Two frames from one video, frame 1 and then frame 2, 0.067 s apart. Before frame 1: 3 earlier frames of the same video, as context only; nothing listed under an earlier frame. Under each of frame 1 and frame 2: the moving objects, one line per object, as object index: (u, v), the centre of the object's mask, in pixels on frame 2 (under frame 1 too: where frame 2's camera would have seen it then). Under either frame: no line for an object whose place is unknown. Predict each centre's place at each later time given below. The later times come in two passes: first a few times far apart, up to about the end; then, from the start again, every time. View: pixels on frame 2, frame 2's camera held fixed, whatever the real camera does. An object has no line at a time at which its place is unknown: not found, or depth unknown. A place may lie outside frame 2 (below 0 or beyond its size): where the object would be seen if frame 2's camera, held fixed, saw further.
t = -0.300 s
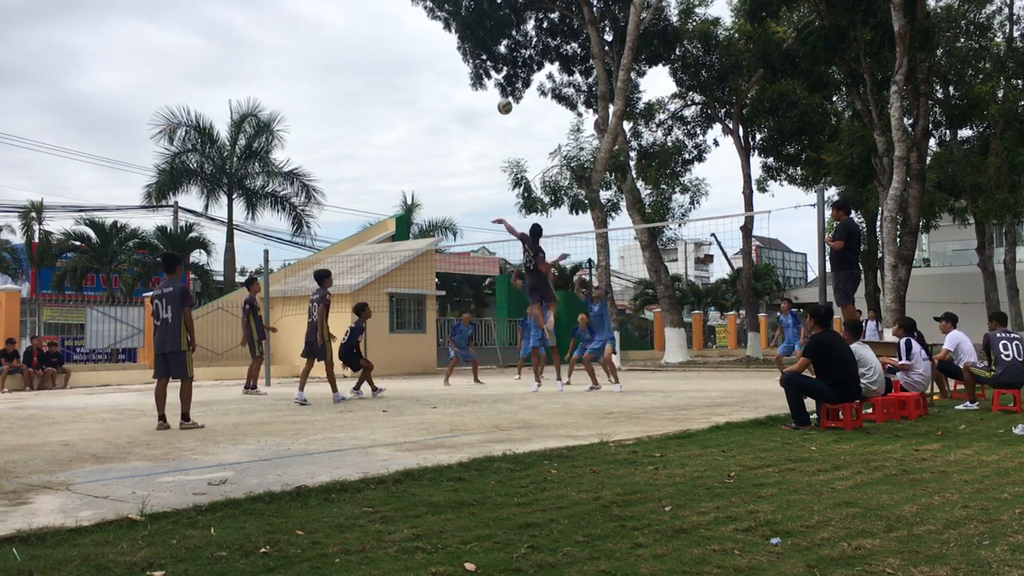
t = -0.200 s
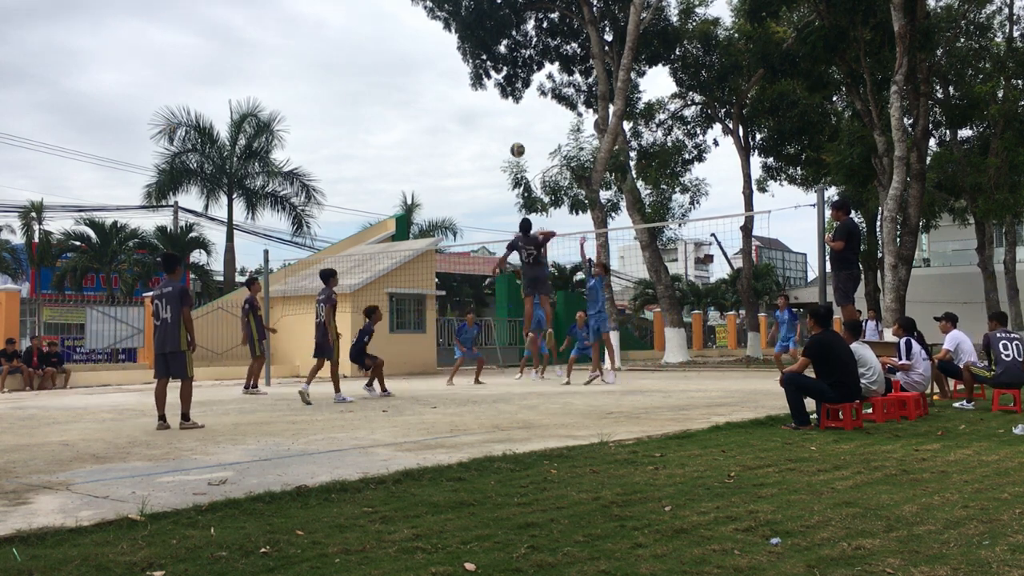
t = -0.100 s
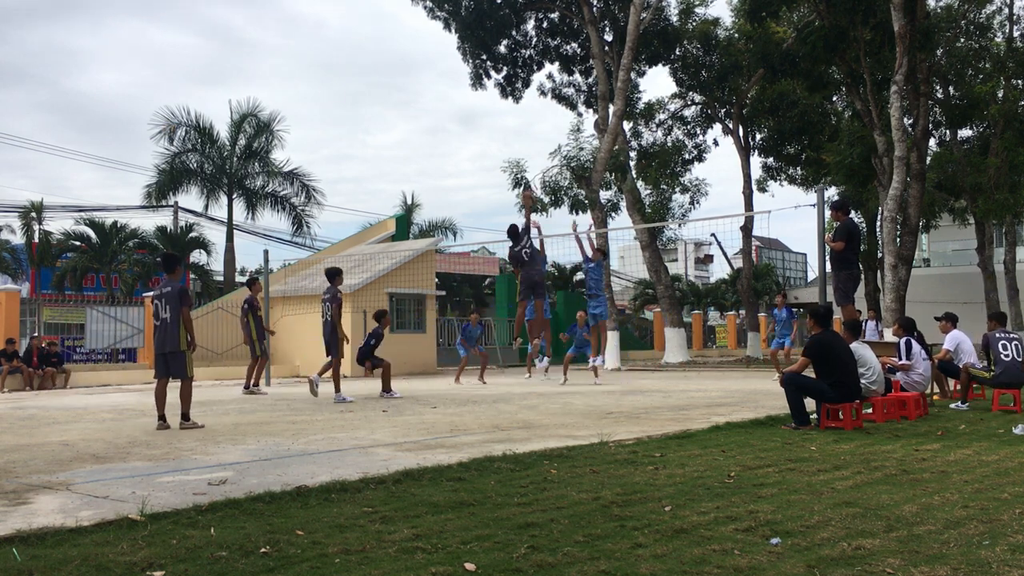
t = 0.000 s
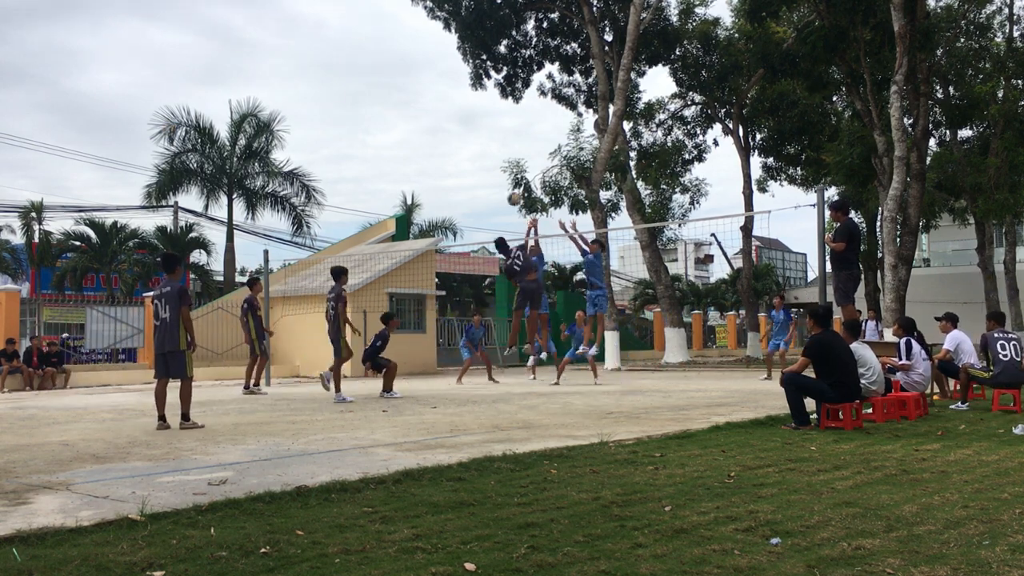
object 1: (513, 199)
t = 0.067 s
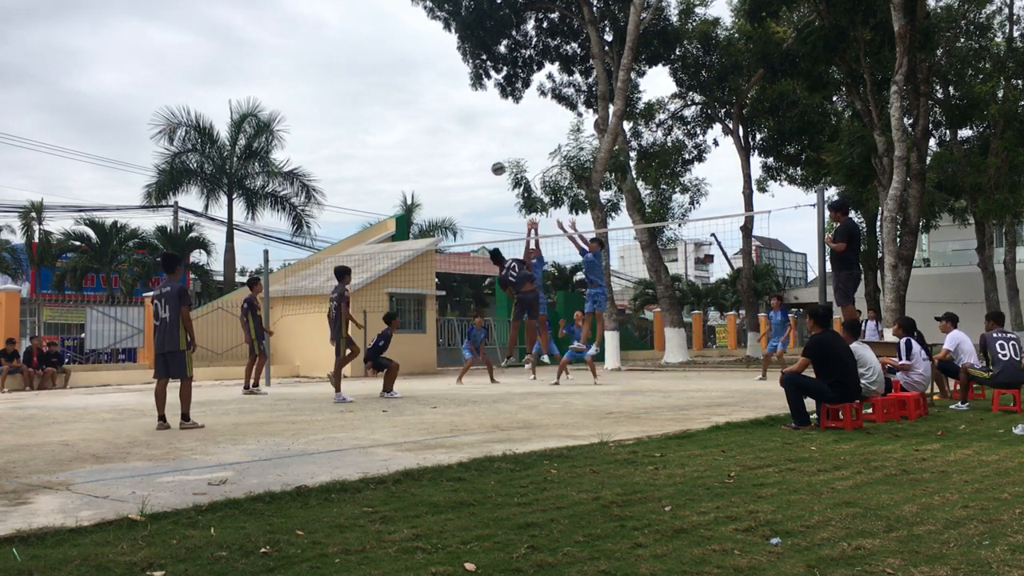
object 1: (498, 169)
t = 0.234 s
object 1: (458, 106)
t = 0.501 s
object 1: (391, 43)
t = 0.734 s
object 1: (329, 28)
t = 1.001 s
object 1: (257, 60)
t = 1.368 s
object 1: (158, 196)
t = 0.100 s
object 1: (490, 154)
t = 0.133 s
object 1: (483, 141)
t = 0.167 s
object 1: (474, 128)
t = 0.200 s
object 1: (466, 116)
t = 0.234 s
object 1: (458, 106)
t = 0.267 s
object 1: (450, 95)
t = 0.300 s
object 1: (442, 85)
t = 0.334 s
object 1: (433, 76)
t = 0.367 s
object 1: (425, 68)
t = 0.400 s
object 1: (417, 61)
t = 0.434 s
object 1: (408, 54)
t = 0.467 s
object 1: (399, 48)
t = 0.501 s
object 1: (391, 43)
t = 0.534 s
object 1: (382, 39)
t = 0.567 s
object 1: (374, 35)
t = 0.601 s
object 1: (365, 32)
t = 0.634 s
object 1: (356, 30)
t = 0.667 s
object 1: (347, 29)
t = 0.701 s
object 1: (338, 28)
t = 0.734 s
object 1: (329, 28)
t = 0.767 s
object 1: (320, 29)
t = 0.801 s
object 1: (311, 31)
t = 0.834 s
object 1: (302, 34)
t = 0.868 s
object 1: (294, 38)
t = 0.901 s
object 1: (284, 42)
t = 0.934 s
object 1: (275, 47)
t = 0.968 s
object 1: (267, 53)
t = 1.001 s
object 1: (257, 60)
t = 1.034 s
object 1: (248, 68)
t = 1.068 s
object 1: (239, 77)
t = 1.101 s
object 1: (230, 87)
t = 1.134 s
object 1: (221, 97)
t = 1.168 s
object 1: (212, 108)
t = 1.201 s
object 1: (203, 121)
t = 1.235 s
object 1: (192, 134)
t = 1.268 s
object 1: (185, 147)
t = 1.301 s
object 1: (174, 163)
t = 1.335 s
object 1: (166, 180)
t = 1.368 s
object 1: (158, 196)
